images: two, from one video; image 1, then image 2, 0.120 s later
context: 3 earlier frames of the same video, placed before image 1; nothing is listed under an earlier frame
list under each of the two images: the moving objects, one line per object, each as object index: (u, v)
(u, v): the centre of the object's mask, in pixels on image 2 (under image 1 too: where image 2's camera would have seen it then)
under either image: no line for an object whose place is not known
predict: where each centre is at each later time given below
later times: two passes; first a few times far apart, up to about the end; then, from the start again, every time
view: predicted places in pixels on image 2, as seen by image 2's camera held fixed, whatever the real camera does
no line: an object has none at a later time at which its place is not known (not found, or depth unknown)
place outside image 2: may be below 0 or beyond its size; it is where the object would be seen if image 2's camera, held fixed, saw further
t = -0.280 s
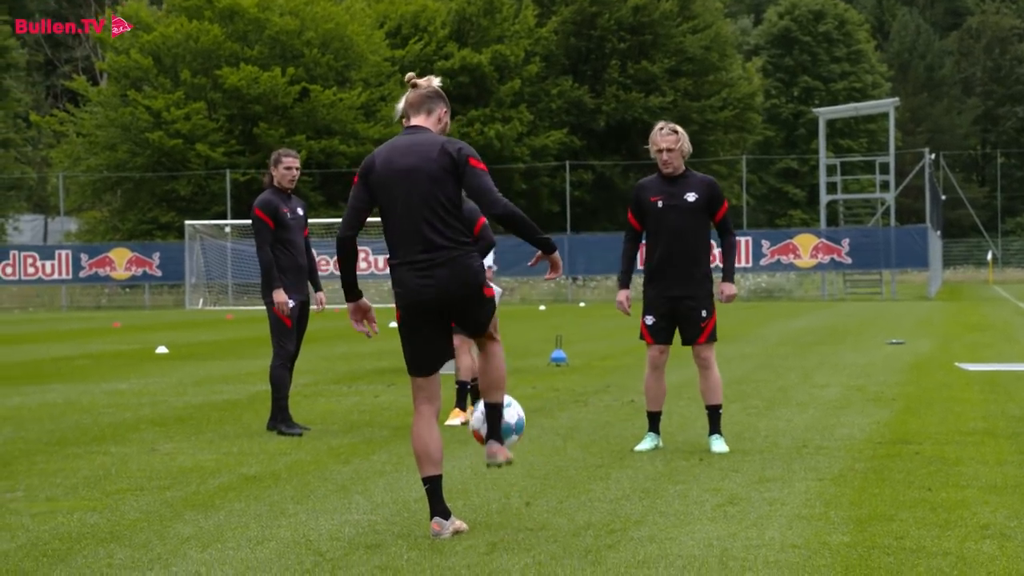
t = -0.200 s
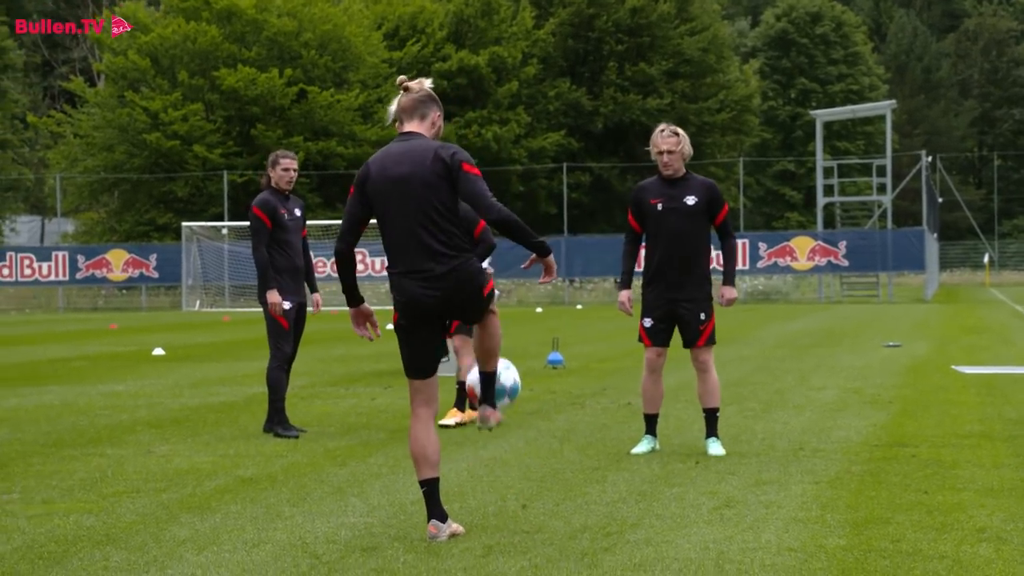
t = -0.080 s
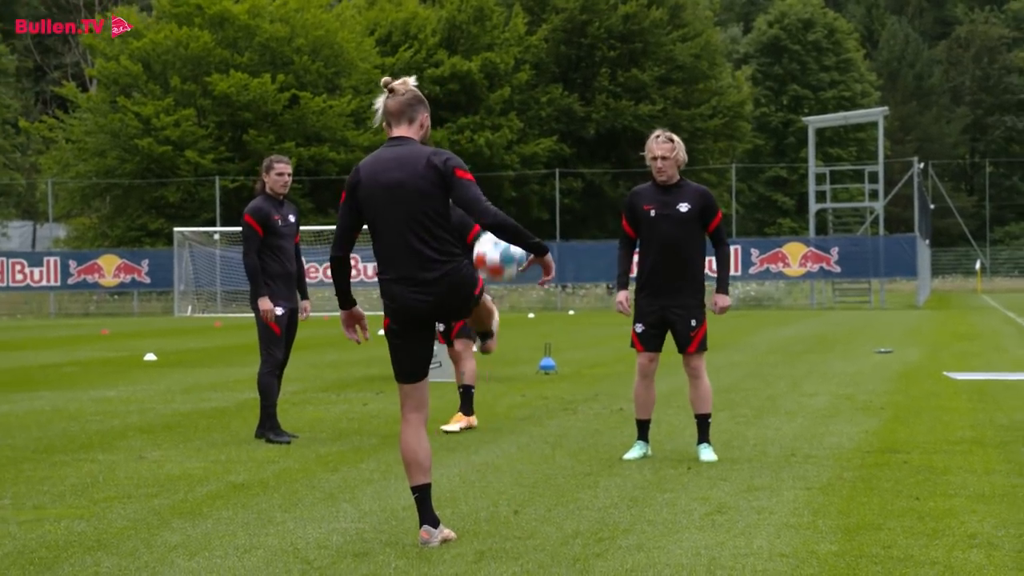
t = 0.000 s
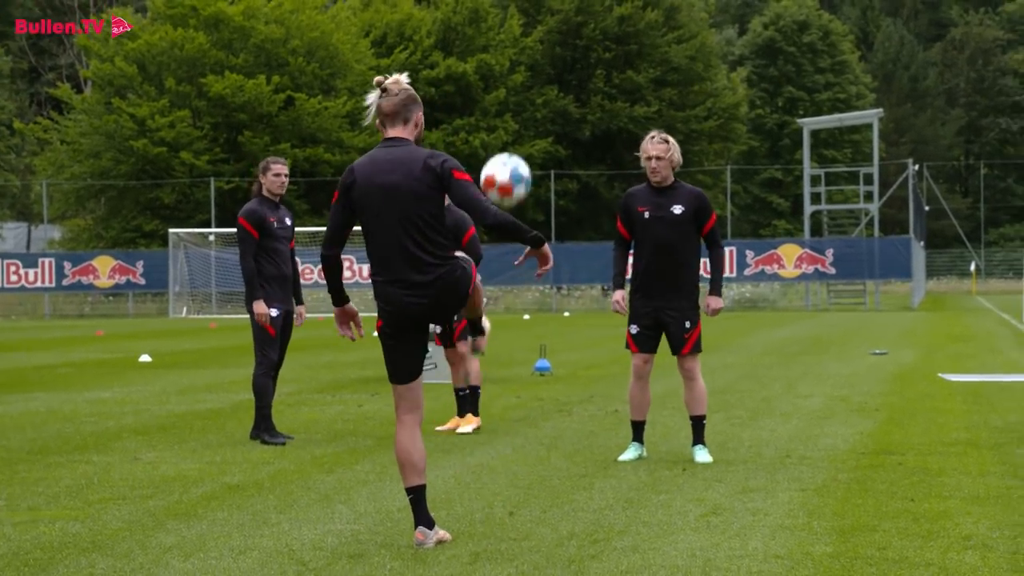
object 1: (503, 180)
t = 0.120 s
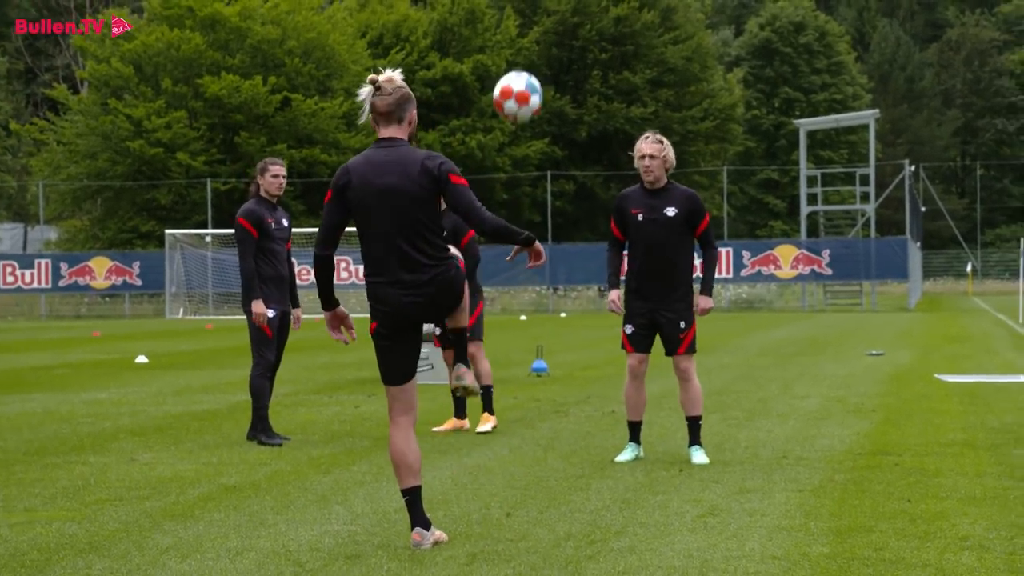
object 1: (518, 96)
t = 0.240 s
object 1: (533, 47)
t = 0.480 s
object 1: (561, 43)
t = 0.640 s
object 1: (580, 104)
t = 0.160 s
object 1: (523, 76)
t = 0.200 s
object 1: (528, 60)
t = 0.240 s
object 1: (533, 47)
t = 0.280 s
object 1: (537, 38)
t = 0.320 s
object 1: (542, 32)
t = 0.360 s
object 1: (547, 30)
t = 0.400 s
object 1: (552, 31)
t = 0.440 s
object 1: (557, 36)
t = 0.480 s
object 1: (561, 43)
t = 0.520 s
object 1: (566, 54)
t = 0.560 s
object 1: (571, 68)
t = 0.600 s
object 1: (575, 84)
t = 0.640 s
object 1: (580, 104)
